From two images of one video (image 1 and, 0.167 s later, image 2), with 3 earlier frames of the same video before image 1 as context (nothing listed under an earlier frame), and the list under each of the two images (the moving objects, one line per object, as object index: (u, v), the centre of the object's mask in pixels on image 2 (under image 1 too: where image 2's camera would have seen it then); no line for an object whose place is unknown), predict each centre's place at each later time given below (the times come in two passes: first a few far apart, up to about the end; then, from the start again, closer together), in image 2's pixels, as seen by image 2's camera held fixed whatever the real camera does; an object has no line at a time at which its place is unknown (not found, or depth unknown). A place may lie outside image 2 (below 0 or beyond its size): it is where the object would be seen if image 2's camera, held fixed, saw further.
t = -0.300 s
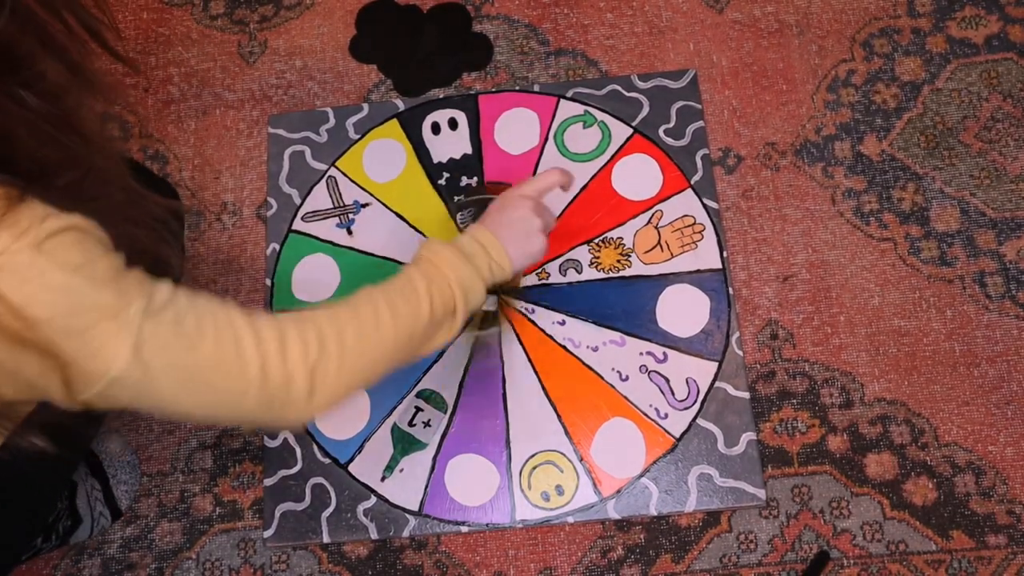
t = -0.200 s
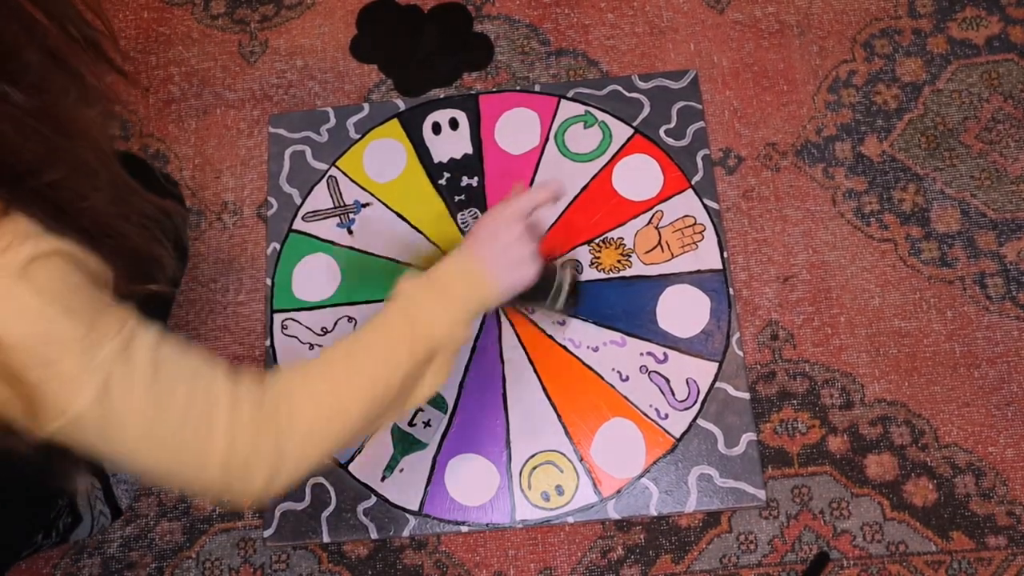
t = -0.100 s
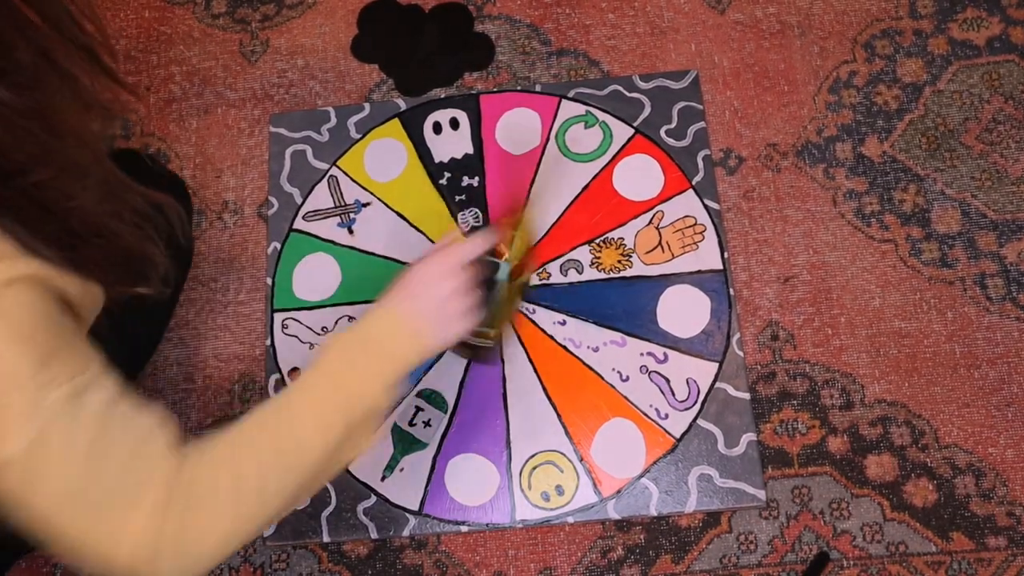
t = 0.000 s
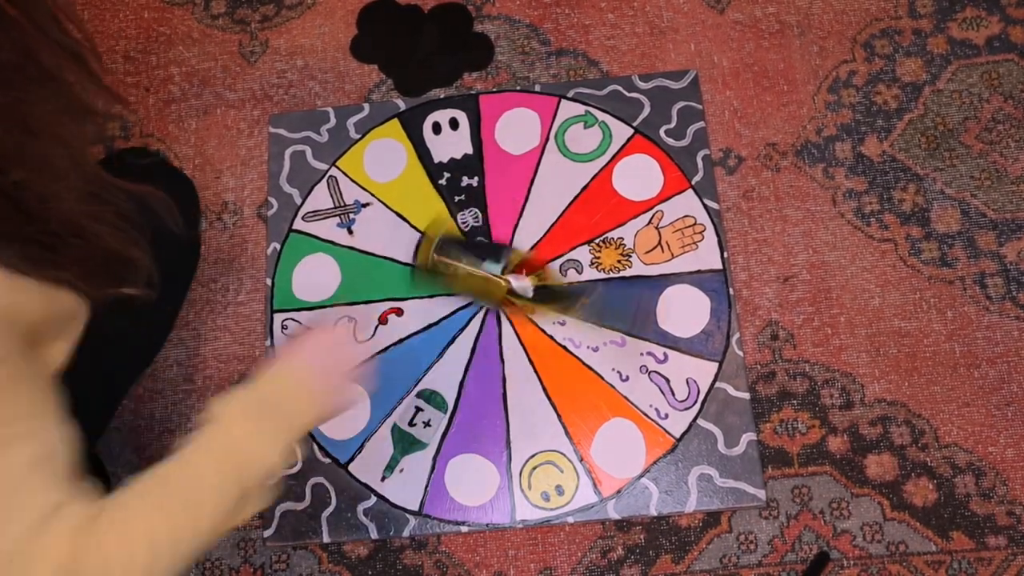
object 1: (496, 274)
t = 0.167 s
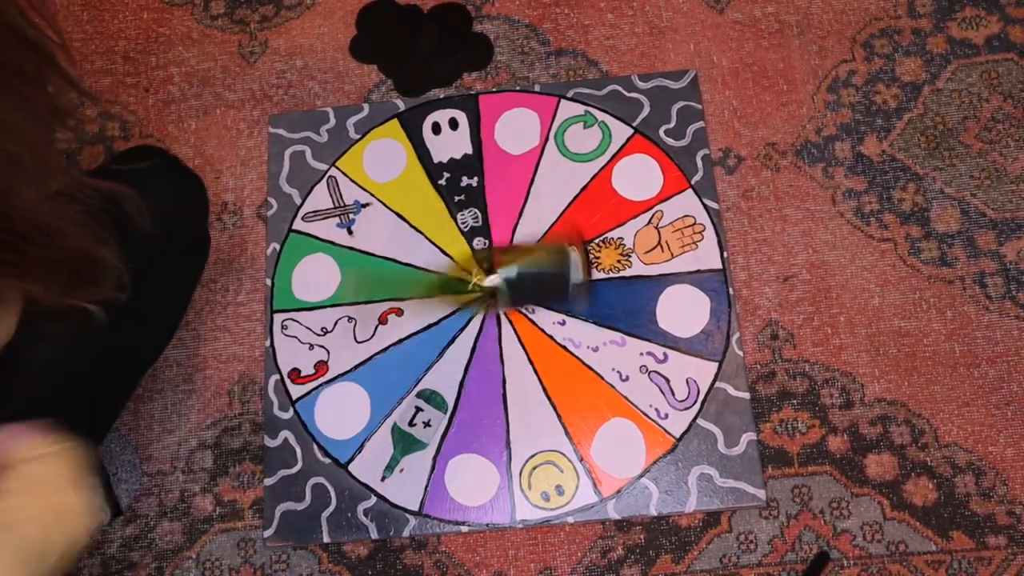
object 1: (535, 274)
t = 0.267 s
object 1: (506, 293)
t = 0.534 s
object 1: (509, 270)
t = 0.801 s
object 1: (500, 302)
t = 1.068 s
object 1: (519, 287)
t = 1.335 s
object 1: (498, 305)
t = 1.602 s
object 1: (504, 285)
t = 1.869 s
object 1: (504, 300)
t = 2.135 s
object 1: (520, 300)
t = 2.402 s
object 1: (495, 314)
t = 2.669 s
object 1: (494, 302)
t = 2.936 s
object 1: (508, 300)
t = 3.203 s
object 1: (512, 306)
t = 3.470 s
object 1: (522, 316)
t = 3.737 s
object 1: (520, 324)
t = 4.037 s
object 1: (512, 322)
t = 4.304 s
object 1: (508, 318)
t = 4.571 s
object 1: (502, 314)
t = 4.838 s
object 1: (499, 311)
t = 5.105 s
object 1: (500, 308)
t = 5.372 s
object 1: (499, 306)
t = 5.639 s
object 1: (499, 306)
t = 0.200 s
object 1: (528, 285)
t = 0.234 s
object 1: (514, 288)
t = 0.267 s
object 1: (506, 293)
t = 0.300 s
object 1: (501, 295)
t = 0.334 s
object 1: (497, 291)
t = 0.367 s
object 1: (496, 287)
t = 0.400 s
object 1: (497, 282)
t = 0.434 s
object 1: (495, 277)
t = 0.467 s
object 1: (494, 268)
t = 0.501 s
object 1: (503, 269)
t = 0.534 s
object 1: (509, 270)
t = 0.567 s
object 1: (513, 277)
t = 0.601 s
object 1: (517, 284)
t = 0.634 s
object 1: (522, 288)
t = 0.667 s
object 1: (519, 295)
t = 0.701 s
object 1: (513, 300)
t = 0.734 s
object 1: (508, 308)
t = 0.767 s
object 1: (503, 304)
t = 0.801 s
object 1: (500, 302)
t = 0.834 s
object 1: (502, 297)
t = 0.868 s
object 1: (497, 294)
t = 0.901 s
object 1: (500, 290)
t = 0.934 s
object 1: (497, 282)
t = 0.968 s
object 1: (501, 275)
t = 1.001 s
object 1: (509, 285)
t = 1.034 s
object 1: (515, 285)
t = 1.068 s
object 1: (519, 287)
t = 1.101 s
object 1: (518, 295)
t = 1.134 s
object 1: (520, 298)
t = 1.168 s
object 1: (518, 302)
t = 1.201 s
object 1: (518, 312)
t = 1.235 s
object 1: (507, 310)
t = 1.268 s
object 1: (502, 310)
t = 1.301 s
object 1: (500, 309)
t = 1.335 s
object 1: (498, 305)
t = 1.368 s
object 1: (500, 300)
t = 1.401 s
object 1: (499, 297)
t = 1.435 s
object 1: (497, 296)
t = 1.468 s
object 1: (495, 294)
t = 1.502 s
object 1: (496, 289)
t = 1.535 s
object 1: (500, 289)
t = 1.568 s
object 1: (501, 286)
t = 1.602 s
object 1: (504, 285)
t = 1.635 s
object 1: (507, 289)
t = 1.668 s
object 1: (498, 300)
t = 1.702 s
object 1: (509, 296)
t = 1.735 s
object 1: (510, 298)
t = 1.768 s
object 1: (485, 295)
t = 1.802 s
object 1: (514, 303)
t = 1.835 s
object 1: (514, 308)
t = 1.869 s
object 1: (504, 300)
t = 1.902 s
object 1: (494, 279)
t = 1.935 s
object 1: (500, 288)
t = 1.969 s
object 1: (497, 308)
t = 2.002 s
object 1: (494, 307)
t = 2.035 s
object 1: (509, 288)
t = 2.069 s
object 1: (492, 304)
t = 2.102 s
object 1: (494, 302)
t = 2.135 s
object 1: (520, 300)
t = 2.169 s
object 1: (518, 303)
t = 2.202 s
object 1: (490, 295)
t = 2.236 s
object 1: (493, 295)
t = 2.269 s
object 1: (496, 297)
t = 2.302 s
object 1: (496, 296)
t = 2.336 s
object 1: (499, 305)
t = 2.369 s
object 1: (498, 313)
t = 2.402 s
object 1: (495, 314)
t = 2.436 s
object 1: (493, 312)
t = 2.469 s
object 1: (493, 311)
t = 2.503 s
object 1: (491, 310)
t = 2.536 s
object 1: (492, 308)
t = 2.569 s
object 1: (502, 304)
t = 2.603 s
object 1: (495, 305)
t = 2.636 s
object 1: (494, 303)
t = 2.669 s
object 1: (494, 302)
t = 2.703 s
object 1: (506, 304)
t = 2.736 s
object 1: (506, 303)
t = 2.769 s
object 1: (506, 304)
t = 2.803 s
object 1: (505, 303)
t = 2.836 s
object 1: (504, 299)
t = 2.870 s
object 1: (505, 298)
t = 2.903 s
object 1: (506, 298)
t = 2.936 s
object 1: (508, 300)
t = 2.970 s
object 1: (509, 302)
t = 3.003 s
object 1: (510, 303)
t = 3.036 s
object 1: (510, 303)
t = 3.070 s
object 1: (511, 301)
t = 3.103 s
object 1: (515, 299)
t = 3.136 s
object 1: (516, 300)
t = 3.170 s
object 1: (516, 303)
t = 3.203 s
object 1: (512, 306)
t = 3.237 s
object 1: (512, 307)
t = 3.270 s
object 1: (520, 306)
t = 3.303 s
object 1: (525, 307)
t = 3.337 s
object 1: (526, 310)
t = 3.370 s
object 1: (524, 312)
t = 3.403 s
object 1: (523, 314)
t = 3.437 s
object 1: (523, 315)
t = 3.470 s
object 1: (522, 316)
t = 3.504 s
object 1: (523, 318)
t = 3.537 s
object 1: (522, 318)
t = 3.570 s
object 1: (520, 318)
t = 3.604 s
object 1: (520, 319)
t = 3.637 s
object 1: (520, 320)
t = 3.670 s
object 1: (520, 321)
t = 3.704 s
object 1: (519, 320)
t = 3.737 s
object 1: (520, 324)
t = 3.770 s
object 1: (517, 319)
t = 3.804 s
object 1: (516, 320)
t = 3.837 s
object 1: (516, 321)
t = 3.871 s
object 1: (515, 321)
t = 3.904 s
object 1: (515, 322)
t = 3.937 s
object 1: (514, 321)
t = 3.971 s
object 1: (513, 322)
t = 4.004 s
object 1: (513, 322)
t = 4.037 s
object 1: (512, 322)
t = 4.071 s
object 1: (512, 321)
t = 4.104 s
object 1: (511, 322)
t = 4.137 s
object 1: (511, 321)
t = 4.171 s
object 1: (510, 321)
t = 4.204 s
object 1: (510, 321)
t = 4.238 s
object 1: (508, 322)
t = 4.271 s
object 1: (508, 320)
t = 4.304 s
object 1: (508, 318)
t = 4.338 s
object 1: (508, 317)
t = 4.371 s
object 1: (506, 318)
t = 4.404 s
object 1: (505, 318)
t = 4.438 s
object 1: (505, 317)
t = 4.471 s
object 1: (504, 316)
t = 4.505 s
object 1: (503, 316)
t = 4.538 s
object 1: (503, 314)
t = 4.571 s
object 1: (502, 314)
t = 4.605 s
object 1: (502, 313)
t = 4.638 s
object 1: (501, 313)
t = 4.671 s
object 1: (501, 312)
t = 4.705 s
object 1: (501, 312)
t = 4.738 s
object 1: (500, 311)
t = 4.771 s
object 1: (500, 311)
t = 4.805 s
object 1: (499, 311)
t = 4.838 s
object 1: (499, 311)
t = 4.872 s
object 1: (500, 310)
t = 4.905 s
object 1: (500, 310)
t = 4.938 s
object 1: (500, 310)
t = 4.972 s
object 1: (500, 309)
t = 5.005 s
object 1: (500, 309)
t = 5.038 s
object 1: (500, 309)
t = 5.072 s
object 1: (500, 308)
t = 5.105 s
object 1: (500, 308)
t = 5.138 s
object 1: (500, 308)
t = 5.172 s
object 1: (500, 307)
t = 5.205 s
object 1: (500, 307)
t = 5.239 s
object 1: (500, 306)
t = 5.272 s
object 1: (500, 306)
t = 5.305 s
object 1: (499, 306)
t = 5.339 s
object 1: (499, 306)
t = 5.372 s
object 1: (499, 306)
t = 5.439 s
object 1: (499, 306)
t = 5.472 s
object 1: (499, 306)
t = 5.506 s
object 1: (499, 306)
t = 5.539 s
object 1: (499, 306)
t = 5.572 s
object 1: (499, 306)
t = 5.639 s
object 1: (499, 306)
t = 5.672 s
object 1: (499, 306)
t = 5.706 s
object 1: (499, 306)
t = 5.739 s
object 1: (499, 306)
